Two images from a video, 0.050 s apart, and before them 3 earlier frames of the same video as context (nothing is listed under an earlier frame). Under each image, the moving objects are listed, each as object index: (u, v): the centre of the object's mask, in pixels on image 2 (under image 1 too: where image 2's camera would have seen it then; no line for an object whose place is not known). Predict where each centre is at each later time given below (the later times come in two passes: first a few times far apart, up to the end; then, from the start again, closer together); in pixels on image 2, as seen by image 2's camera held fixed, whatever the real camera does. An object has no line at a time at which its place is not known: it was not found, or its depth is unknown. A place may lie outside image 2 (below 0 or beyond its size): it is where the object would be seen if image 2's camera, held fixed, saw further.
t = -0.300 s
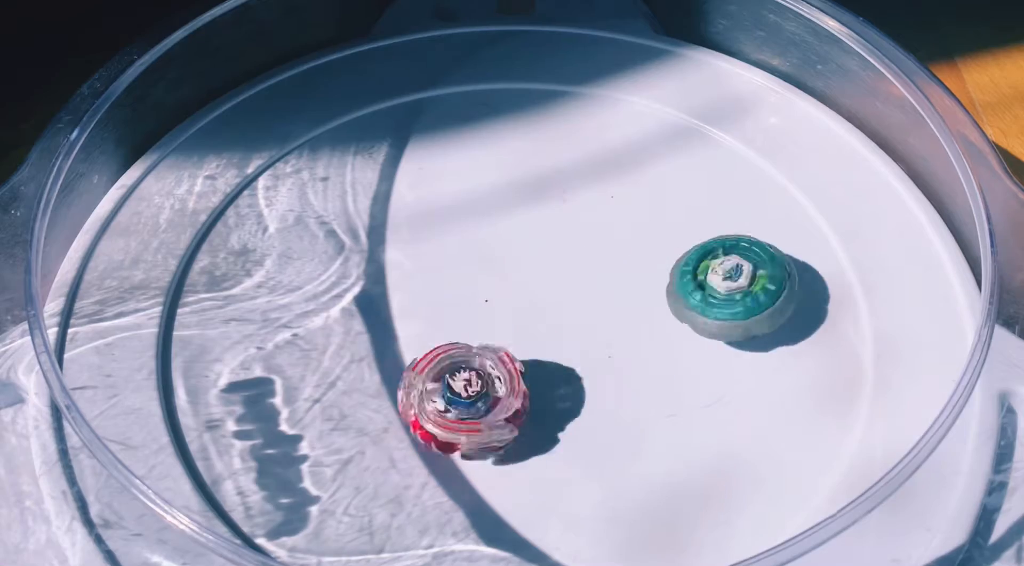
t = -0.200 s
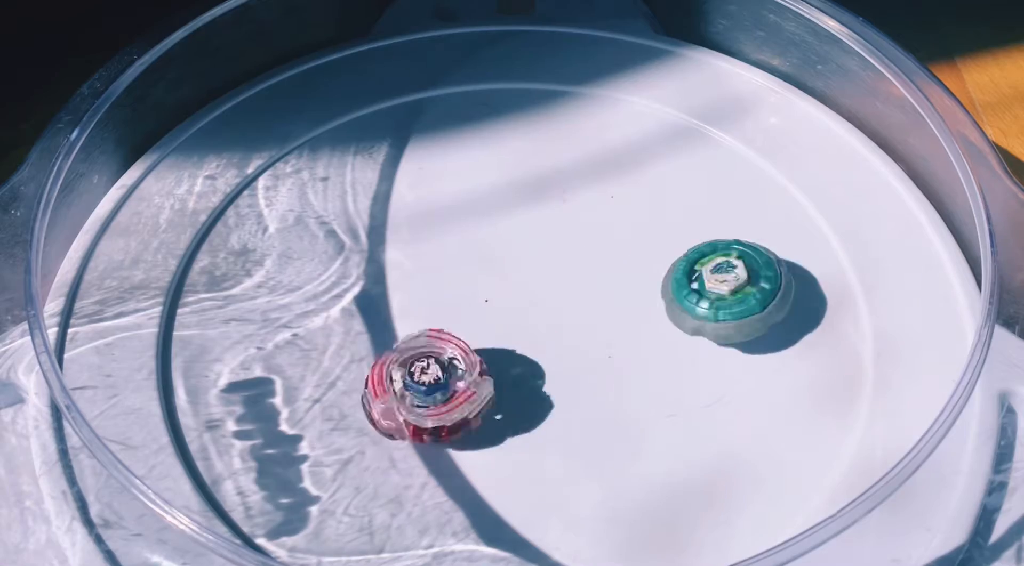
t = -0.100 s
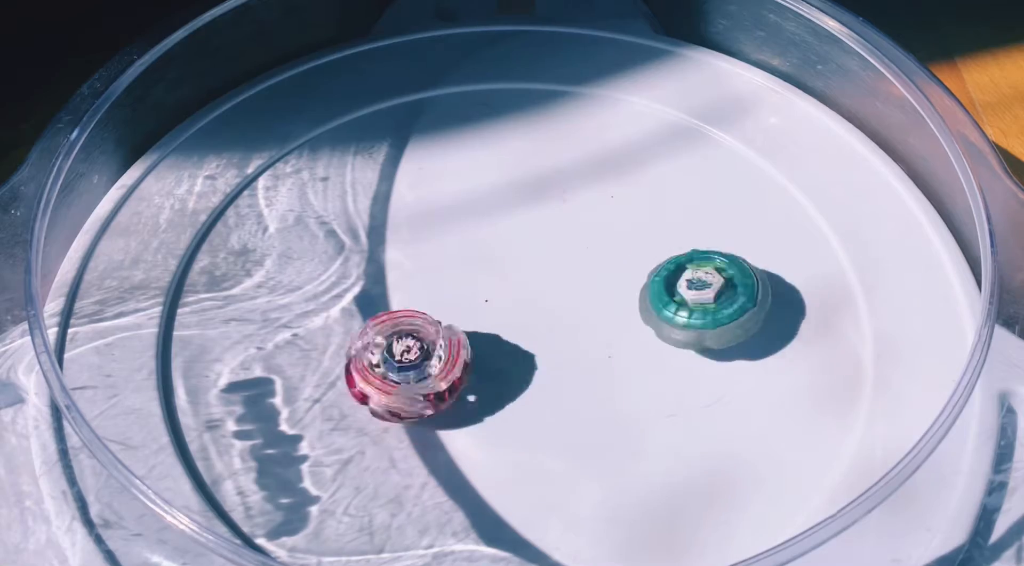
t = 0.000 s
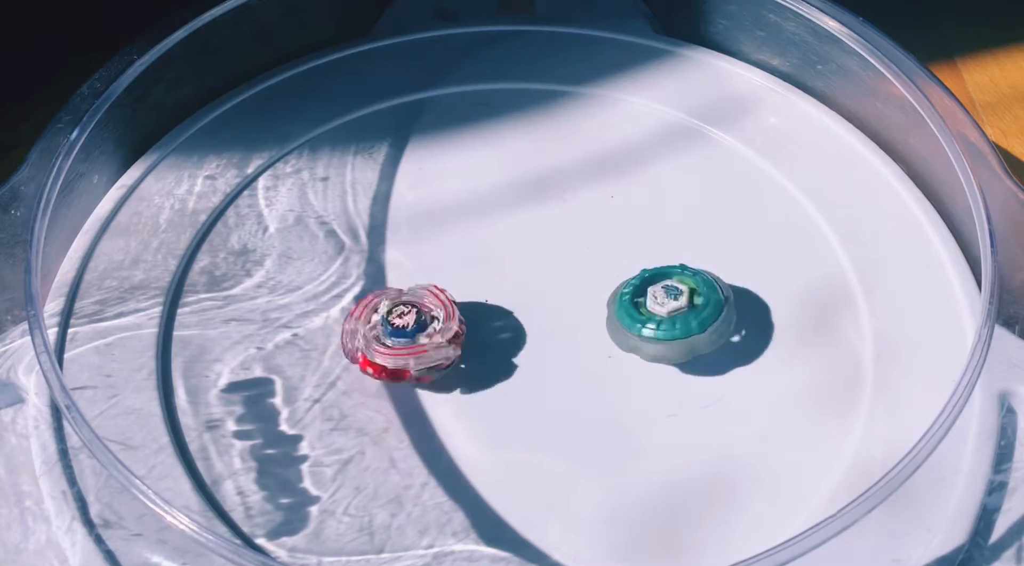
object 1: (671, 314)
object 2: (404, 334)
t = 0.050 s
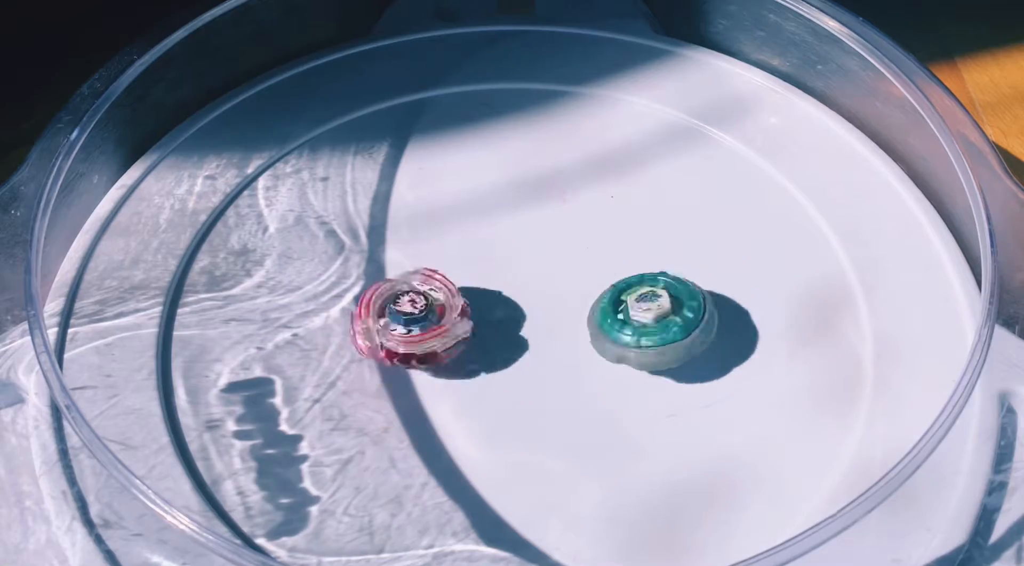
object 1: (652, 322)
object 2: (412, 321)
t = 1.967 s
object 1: (469, 155)
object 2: (585, 343)
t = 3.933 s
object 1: (398, 405)
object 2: (612, 295)
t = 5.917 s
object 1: (673, 297)
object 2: (469, 296)
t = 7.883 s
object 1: (535, 228)
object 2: (535, 342)
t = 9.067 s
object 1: (608, 434)
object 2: (448, 204)
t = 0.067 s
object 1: (645, 324)
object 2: (414, 315)
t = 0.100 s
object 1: (631, 329)
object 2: (421, 308)
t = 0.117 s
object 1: (624, 331)
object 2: (425, 304)
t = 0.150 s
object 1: (609, 336)
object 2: (433, 295)
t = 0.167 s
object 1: (601, 339)
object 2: (437, 292)
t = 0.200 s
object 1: (586, 344)
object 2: (446, 284)
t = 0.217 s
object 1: (578, 347)
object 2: (450, 281)
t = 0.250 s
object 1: (562, 351)
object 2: (460, 275)
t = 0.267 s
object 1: (554, 353)
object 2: (465, 272)
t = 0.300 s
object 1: (538, 359)
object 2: (474, 267)
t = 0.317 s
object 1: (530, 360)
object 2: (480, 266)
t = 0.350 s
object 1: (515, 365)
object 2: (491, 262)
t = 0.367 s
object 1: (507, 367)
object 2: (495, 260)
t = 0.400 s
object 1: (492, 370)
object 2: (507, 256)
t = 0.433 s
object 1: (476, 374)
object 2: (516, 253)
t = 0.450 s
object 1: (468, 376)
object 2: (523, 253)
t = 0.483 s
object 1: (454, 379)
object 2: (534, 250)
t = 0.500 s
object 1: (448, 381)
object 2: (539, 250)
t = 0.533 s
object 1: (434, 383)
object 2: (551, 250)
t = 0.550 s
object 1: (427, 384)
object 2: (555, 249)
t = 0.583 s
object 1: (413, 386)
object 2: (566, 251)
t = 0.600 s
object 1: (408, 388)
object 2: (572, 251)
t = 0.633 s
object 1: (397, 389)
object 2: (582, 253)
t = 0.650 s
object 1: (393, 389)
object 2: (587, 256)
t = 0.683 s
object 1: (380, 391)
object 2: (596, 259)
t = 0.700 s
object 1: (379, 390)
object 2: (600, 262)
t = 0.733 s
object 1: (366, 392)
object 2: (607, 269)
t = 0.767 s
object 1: (358, 393)
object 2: (613, 276)
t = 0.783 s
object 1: (353, 393)
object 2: (614, 280)
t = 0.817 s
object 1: (348, 392)
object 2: (618, 289)
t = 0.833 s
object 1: (347, 392)
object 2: (617, 293)
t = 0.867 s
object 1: (346, 391)
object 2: (616, 303)
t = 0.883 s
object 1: (346, 390)
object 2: (615, 307)
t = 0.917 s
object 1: (347, 389)
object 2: (609, 316)
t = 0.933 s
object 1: (347, 387)
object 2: (607, 322)
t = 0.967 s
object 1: (351, 384)
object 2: (600, 327)
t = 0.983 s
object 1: (353, 382)
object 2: (596, 333)
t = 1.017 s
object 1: (358, 376)
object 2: (586, 340)
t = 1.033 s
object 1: (361, 373)
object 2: (582, 342)
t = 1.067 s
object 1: (365, 366)
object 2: (570, 349)
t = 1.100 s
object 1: (373, 358)
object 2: (561, 353)
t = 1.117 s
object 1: (376, 354)
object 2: (554, 355)
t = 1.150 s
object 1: (383, 346)
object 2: (542, 359)
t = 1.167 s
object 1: (388, 343)
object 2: (538, 361)
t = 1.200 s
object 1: (395, 334)
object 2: (524, 362)
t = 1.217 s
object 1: (388, 326)
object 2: (531, 367)
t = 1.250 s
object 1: (372, 311)
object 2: (547, 371)
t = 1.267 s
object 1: (368, 302)
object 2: (553, 374)
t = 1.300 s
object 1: (363, 288)
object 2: (555, 376)
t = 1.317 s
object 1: (362, 283)
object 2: (554, 379)
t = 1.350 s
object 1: (361, 275)
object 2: (548, 384)
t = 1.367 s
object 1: (363, 271)
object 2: (545, 386)
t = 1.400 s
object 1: (364, 265)
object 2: (536, 387)
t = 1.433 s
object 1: (366, 258)
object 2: (528, 387)
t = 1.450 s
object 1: (369, 255)
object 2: (525, 384)
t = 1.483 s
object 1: (372, 248)
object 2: (517, 379)
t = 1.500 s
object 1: (375, 246)
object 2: (515, 375)
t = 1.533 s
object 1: (381, 241)
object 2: (512, 368)
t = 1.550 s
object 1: (384, 239)
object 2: (509, 363)
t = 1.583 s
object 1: (391, 234)
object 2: (509, 356)
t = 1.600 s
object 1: (396, 233)
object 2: (509, 351)
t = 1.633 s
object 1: (405, 230)
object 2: (510, 342)
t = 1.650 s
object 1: (409, 229)
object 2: (510, 338)
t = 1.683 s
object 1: (420, 225)
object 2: (514, 331)
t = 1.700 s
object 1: (425, 224)
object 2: (515, 325)
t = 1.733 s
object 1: (433, 220)
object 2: (518, 319)
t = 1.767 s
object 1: (444, 218)
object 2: (523, 310)
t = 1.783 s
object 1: (448, 217)
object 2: (524, 306)
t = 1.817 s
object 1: (459, 214)
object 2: (529, 301)
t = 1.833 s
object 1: (463, 213)
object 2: (531, 297)
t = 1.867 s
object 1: (466, 195)
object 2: (547, 307)
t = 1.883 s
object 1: (466, 183)
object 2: (556, 316)
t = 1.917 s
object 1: (467, 165)
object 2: (572, 330)
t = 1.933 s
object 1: (467, 160)
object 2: (578, 336)
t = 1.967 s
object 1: (469, 155)
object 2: (585, 343)
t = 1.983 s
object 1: (470, 153)
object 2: (588, 348)
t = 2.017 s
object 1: (472, 149)
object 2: (589, 355)
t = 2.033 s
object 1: (473, 149)
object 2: (590, 360)
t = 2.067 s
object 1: (475, 148)
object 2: (589, 368)
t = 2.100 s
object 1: (477, 148)
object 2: (584, 376)
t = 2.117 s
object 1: (478, 149)
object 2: (581, 378)
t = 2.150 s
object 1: (482, 151)
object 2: (571, 382)
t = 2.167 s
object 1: (483, 153)
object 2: (566, 383)
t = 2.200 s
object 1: (488, 158)
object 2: (554, 381)
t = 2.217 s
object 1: (491, 161)
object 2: (548, 381)
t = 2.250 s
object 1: (496, 167)
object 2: (539, 376)
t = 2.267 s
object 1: (499, 170)
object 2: (534, 373)
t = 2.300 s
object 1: (504, 177)
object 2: (525, 366)
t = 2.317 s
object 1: (507, 181)
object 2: (523, 363)
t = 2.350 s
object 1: (517, 194)
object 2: (513, 350)
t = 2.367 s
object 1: (520, 199)
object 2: (512, 346)
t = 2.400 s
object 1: (527, 209)
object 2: (507, 336)
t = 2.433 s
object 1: (534, 219)
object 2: (505, 328)
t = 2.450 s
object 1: (538, 224)
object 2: (505, 324)
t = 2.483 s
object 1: (560, 209)
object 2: (486, 343)
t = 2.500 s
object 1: (572, 199)
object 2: (473, 356)
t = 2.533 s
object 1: (593, 187)
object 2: (452, 374)
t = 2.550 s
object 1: (601, 183)
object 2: (444, 381)
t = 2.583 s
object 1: (611, 181)
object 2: (431, 386)
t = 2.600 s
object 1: (614, 182)
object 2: (425, 387)
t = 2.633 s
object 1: (619, 186)
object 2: (412, 388)
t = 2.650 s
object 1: (620, 188)
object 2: (407, 388)
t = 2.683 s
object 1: (624, 193)
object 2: (396, 387)
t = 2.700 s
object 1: (625, 196)
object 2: (389, 386)
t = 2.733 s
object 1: (628, 203)
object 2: (380, 383)
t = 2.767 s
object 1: (630, 210)
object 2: (370, 378)
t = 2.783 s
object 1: (631, 214)
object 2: (368, 375)
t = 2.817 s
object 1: (632, 221)
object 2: (364, 365)
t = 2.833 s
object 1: (633, 226)
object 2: (365, 361)
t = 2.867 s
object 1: (634, 234)
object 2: (369, 351)
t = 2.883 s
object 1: (634, 238)
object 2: (373, 347)
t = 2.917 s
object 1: (634, 248)
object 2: (380, 340)
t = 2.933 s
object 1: (633, 253)
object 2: (386, 337)
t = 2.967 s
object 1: (631, 264)
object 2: (396, 330)
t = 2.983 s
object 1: (630, 269)
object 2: (401, 327)
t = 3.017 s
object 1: (626, 280)
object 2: (415, 322)
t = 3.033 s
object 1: (625, 285)
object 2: (419, 319)
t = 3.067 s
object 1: (621, 296)
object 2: (431, 316)
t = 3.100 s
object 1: (617, 307)
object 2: (443, 310)
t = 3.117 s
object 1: (615, 313)
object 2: (449, 309)
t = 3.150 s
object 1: (609, 324)
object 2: (461, 306)
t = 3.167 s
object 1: (606, 329)
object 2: (467, 302)
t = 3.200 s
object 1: (599, 339)
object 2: (477, 299)
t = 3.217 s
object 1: (596, 344)
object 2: (483, 297)
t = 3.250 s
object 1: (589, 354)
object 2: (496, 293)
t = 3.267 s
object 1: (585, 359)
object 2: (500, 292)
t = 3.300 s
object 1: (578, 368)
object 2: (513, 287)
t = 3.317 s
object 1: (573, 373)
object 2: (517, 285)
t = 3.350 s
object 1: (565, 382)
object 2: (527, 281)
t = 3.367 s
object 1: (561, 386)
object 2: (533, 278)
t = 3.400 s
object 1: (551, 394)
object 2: (541, 274)
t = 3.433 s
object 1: (541, 401)
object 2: (552, 271)
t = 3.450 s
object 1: (536, 404)
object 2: (556, 269)
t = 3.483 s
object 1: (526, 411)
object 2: (566, 266)
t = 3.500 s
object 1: (520, 414)
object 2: (571, 264)
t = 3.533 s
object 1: (509, 420)
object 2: (579, 260)
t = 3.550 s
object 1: (505, 422)
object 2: (584, 259)
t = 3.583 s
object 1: (494, 425)
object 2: (592, 255)
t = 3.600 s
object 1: (488, 427)
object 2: (597, 254)
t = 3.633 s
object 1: (477, 430)
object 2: (606, 252)
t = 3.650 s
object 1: (472, 431)
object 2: (611, 250)
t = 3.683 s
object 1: (461, 432)
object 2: (619, 250)
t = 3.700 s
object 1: (456, 432)
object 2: (624, 250)
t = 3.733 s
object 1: (445, 431)
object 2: (631, 254)
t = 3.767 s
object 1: (436, 429)
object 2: (637, 260)
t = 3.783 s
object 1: (431, 428)
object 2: (639, 263)
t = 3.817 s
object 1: (422, 425)
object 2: (637, 271)
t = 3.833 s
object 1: (417, 423)
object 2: (636, 276)
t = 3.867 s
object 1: (409, 418)
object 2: (630, 282)
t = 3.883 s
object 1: (406, 415)
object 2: (625, 286)
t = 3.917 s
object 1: (400, 409)
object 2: (615, 292)
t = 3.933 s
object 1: (398, 405)
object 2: (612, 295)
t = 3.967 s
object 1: (392, 397)
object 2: (599, 299)
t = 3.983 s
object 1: (389, 394)
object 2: (594, 302)
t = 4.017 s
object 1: (385, 387)
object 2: (583, 305)
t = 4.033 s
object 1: (384, 382)
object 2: (577, 308)
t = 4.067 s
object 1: (381, 374)
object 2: (566, 312)
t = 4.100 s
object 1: (379, 365)
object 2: (555, 315)
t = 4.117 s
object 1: (379, 361)
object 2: (547, 316)
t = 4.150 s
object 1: (378, 352)
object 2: (538, 320)
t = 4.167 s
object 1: (378, 348)
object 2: (532, 320)
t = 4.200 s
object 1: (381, 339)
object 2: (520, 324)
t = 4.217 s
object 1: (380, 334)
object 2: (516, 326)
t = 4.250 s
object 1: (372, 324)
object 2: (517, 326)
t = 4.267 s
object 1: (361, 318)
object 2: (527, 328)
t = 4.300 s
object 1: (350, 310)
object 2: (540, 329)
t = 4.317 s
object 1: (348, 305)
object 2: (544, 332)
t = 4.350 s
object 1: (348, 298)
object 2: (546, 338)
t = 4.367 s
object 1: (348, 294)
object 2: (547, 342)
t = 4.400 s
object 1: (350, 287)
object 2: (545, 350)
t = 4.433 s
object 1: (353, 280)
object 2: (543, 358)
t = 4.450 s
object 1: (355, 276)
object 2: (540, 359)
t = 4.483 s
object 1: (359, 270)
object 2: (534, 365)
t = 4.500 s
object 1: (363, 267)
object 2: (530, 367)
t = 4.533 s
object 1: (369, 260)
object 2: (520, 368)
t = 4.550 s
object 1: (372, 258)
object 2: (516, 369)
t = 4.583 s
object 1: (380, 252)
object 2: (510, 367)
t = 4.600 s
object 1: (385, 250)
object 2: (505, 365)
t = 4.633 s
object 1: (395, 245)
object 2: (499, 360)
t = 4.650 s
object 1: (400, 244)
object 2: (497, 356)
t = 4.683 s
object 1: (411, 240)
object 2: (493, 348)
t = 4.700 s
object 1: (417, 237)
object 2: (493, 345)
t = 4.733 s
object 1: (429, 234)
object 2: (494, 336)
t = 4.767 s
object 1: (441, 231)
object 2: (496, 329)
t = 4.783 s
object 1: (448, 229)
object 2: (498, 325)
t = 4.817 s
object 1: (459, 225)
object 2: (503, 317)
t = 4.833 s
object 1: (463, 217)
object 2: (509, 321)
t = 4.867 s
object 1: (470, 196)
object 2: (525, 340)
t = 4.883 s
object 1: (474, 187)
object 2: (532, 347)
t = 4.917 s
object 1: (485, 174)
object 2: (541, 356)
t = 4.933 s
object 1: (489, 170)
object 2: (544, 357)
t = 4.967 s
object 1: (495, 164)
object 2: (547, 360)
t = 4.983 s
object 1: (498, 162)
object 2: (549, 362)
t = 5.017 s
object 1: (503, 158)
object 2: (553, 366)
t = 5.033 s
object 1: (506, 157)
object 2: (553, 366)
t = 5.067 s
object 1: (512, 155)
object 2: (555, 370)
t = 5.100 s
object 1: (518, 154)
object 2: (555, 370)
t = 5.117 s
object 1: (522, 154)
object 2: (554, 371)
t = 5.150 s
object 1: (529, 155)
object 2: (554, 371)
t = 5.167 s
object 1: (532, 156)
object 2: (553, 370)
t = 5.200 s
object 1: (538, 159)
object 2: (552, 369)
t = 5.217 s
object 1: (542, 160)
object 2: (551, 368)
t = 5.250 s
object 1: (549, 165)
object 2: (550, 365)
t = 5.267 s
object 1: (551, 168)
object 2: (547, 362)
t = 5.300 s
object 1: (557, 174)
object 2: (545, 359)
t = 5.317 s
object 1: (560, 178)
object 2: (545, 356)
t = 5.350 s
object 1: (565, 185)
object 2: (543, 350)
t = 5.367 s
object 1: (568, 190)
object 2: (542, 346)
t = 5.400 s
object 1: (574, 199)
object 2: (543, 339)
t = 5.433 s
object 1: (579, 209)
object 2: (543, 331)
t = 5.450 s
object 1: (582, 214)
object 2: (544, 328)
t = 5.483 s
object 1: (587, 224)
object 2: (547, 320)
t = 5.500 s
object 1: (593, 223)
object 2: (543, 321)
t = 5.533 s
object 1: (609, 219)
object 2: (534, 332)
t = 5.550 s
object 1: (613, 219)
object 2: (530, 337)
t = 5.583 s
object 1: (620, 224)
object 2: (523, 338)
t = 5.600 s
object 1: (624, 227)
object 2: (522, 338)
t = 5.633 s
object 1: (628, 233)
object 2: (519, 334)
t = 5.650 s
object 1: (630, 237)
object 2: (516, 332)
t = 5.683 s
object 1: (634, 244)
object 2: (513, 326)
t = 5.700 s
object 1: (635, 248)
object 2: (511, 323)
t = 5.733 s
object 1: (637, 256)
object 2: (510, 316)
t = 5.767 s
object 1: (638, 264)
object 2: (512, 309)
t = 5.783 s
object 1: (638, 269)
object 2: (514, 306)
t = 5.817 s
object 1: (642, 277)
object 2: (513, 301)
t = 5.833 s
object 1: (654, 280)
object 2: (502, 301)
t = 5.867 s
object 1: (668, 286)
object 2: (483, 299)
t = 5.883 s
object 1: (671, 290)
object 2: (477, 299)
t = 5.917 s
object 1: (673, 297)
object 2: (469, 296)
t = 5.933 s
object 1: (674, 301)
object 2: (466, 295)
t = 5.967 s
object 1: (675, 308)
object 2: (458, 290)
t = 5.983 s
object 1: (675, 311)
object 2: (455, 288)
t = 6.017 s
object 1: (675, 319)
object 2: (452, 283)
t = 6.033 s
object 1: (674, 323)
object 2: (450, 280)
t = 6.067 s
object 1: (671, 331)
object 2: (450, 275)
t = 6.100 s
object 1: (666, 338)
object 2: (453, 270)
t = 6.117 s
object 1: (664, 342)
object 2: (454, 268)
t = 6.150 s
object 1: (657, 349)
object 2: (459, 268)
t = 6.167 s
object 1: (653, 352)
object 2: (461, 266)
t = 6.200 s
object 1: (645, 359)
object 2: (466, 266)
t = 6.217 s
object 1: (640, 363)
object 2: (471, 266)
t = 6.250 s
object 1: (630, 369)
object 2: (480, 269)
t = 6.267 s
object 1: (624, 372)
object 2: (485, 272)
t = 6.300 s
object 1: (612, 378)
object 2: (490, 276)
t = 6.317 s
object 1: (607, 380)
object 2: (494, 280)
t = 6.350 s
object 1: (594, 385)
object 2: (499, 284)
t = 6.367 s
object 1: (588, 387)
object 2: (501, 287)
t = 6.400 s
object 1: (574, 391)
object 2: (506, 294)
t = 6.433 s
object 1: (561, 394)
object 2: (511, 300)
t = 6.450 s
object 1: (553, 395)
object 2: (513, 303)
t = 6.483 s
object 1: (541, 402)
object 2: (515, 305)
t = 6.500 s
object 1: (535, 404)
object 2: (517, 304)
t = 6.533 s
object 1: (522, 406)
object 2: (522, 307)
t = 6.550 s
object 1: (515, 406)
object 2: (522, 308)
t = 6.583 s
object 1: (502, 408)
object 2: (525, 311)
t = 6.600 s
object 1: (496, 407)
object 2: (525, 311)
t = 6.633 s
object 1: (483, 406)
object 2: (526, 316)
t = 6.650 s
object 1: (477, 405)
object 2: (528, 316)
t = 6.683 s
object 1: (465, 402)
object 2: (528, 318)
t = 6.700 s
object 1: (458, 400)
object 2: (530, 322)
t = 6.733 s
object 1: (433, 409)
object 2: (540, 314)
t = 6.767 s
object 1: (414, 414)
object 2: (547, 307)
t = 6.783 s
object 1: (406, 414)
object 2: (551, 308)
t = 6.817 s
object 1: (394, 412)
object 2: (555, 305)
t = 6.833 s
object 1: (392, 410)
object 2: (558, 305)
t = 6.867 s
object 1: (384, 407)
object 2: (563, 304)
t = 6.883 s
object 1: (375, 406)
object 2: (564, 303)
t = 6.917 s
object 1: (367, 403)
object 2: (568, 303)
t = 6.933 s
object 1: (364, 400)
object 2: (568, 302)
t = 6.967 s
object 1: (358, 395)
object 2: (569, 304)
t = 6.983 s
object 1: (355, 391)
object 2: (571, 305)
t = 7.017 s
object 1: (352, 385)
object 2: (572, 305)
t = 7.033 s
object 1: (350, 381)
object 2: (571, 306)
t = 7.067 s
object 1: (349, 375)
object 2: (571, 306)
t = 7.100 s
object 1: (348, 366)
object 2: (569, 306)
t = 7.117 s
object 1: (349, 362)
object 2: (568, 306)
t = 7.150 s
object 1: (351, 354)
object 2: (567, 308)
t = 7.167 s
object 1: (352, 350)
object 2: (566, 307)
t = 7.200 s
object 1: (357, 341)
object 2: (562, 309)
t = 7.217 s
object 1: (359, 336)
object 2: (560, 308)
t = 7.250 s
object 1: (366, 327)
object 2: (556, 310)
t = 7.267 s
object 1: (369, 323)
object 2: (554, 310)
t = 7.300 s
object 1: (377, 315)
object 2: (549, 311)
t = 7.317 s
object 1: (382, 310)
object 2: (547, 312)
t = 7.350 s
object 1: (390, 302)
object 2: (541, 311)
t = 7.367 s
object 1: (395, 298)
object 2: (537, 310)
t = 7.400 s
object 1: (406, 291)
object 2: (530, 311)
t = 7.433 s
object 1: (399, 280)
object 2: (543, 313)
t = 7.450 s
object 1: (398, 275)
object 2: (549, 314)
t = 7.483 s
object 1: (400, 267)
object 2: (554, 317)
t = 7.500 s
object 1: (404, 265)
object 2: (556, 319)
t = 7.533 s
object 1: (414, 259)
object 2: (558, 319)
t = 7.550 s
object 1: (417, 256)
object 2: (560, 323)
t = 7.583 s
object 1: (428, 252)
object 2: (561, 325)
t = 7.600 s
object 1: (434, 250)
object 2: (561, 327)
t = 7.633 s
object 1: (445, 246)
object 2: (559, 329)
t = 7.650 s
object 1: (451, 245)
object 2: (558, 331)
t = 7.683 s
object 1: (461, 240)
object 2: (557, 331)
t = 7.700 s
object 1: (469, 240)
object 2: (555, 332)
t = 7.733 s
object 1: (482, 239)
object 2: (552, 333)
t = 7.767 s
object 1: (493, 236)
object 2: (550, 333)
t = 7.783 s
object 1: (499, 237)
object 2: (549, 333)
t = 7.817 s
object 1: (511, 234)
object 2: (543, 333)
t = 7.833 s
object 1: (517, 235)
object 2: (541, 334)
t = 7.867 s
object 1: (529, 234)
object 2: (538, 334)
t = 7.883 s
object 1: (535, 228)
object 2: (535, 342)
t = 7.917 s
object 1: (543, 218)
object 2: (531, 352)
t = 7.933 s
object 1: (548, 215)
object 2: (529, 355)
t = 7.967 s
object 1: (557, 213)
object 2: (523, 359)
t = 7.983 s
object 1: (561, 213)
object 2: (519, 361)
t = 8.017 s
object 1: (572, 215)
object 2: (511, 366)
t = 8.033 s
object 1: (577, 216)
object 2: (507, 365)
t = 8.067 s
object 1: (586, 219)
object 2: (499, 366)
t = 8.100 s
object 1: (595, 222)
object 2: (491, 366)
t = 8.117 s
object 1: (600, 224)
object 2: (488, 364)
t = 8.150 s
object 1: (608, 229)
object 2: (480, 360)
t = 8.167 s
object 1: (613, 231)
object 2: (477, 359)
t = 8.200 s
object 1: (620, 236)
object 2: (473, 354)
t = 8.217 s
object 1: (624, 239)
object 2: (471, 350)
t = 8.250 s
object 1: (631, 244)
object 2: (469, 342)
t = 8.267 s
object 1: (633, 248)
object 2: (469, 340)
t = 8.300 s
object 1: (638, 254)
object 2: (470, 334)
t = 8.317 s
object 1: (640, 258)
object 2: (472, 330)
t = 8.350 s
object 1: (643, 265)
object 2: (475, 324)
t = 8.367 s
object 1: (644, 270)
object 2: (476, 322)
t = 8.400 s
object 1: (645, 278)
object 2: (481, 316)
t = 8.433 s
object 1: (645, 286)
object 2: (486, 309)
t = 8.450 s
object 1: (645, 291)
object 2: (488, 307)
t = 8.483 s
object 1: (643, 300)
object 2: (495, 303)
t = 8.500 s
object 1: (642, 304)
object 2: (499, 300)
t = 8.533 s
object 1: (638, 314)
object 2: (506, 296)
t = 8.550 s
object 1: (636, 317)
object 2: (508, 294)
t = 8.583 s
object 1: (631, 326)
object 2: (516, 290)
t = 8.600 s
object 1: (628, 330)
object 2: (520, 288)
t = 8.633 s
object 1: (642, 350)
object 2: (508, 273)
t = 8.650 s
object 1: (655, 364)
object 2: (496, 263)
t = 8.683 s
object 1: (675, 385)
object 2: (479, 245)
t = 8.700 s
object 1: (681, 396)
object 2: (473, 238)
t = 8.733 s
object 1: (689, 412)
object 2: (465, 230)
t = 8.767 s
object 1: (688, 421)
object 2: (463, 225)
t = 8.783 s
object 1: (686, 424)
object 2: (463, 223)
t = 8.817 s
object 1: (683, 430)
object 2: (461, 218)
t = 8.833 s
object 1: (680, 432)
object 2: (459, 217)
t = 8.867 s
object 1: (673, 436)
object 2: (457, 213)
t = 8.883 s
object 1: (670, 438)
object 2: (455, 209)
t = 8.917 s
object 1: (660, 440)
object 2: (451, 205)
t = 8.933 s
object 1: (656, 441)
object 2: (450, 204)
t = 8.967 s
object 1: (645, 441)
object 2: (449, 202)
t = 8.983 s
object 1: (639, 441)
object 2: (448, 201)
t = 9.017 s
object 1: (627, 439)
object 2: (446, 202)
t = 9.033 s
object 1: (620, 438)
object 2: (448, 203)
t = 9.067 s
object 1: (608, 434)
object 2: (448, 204)
